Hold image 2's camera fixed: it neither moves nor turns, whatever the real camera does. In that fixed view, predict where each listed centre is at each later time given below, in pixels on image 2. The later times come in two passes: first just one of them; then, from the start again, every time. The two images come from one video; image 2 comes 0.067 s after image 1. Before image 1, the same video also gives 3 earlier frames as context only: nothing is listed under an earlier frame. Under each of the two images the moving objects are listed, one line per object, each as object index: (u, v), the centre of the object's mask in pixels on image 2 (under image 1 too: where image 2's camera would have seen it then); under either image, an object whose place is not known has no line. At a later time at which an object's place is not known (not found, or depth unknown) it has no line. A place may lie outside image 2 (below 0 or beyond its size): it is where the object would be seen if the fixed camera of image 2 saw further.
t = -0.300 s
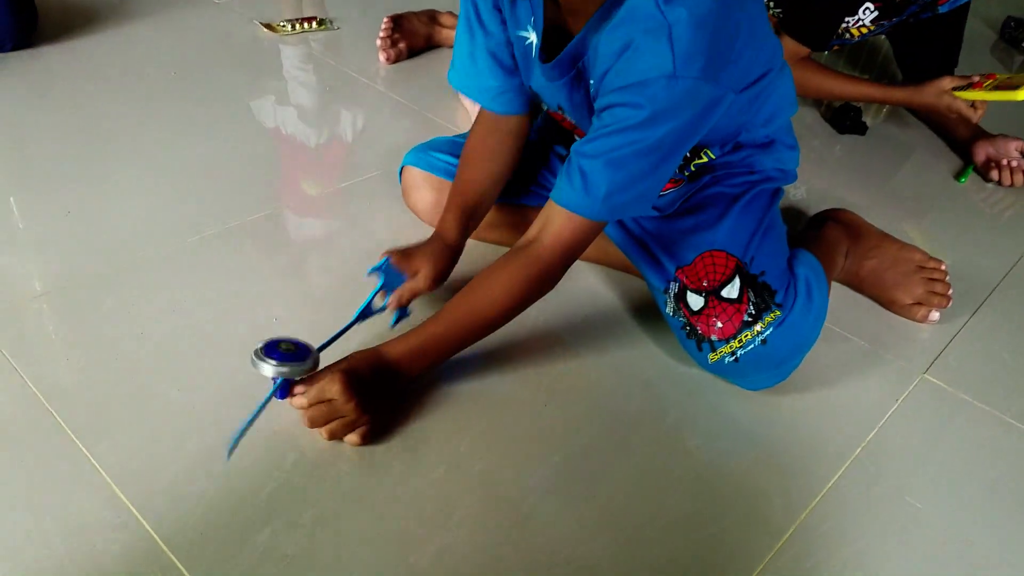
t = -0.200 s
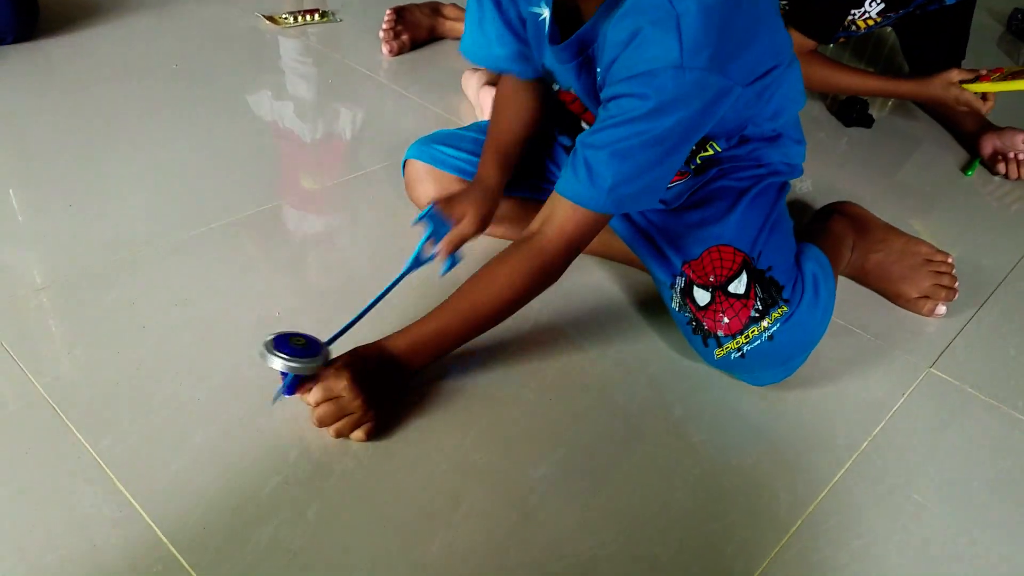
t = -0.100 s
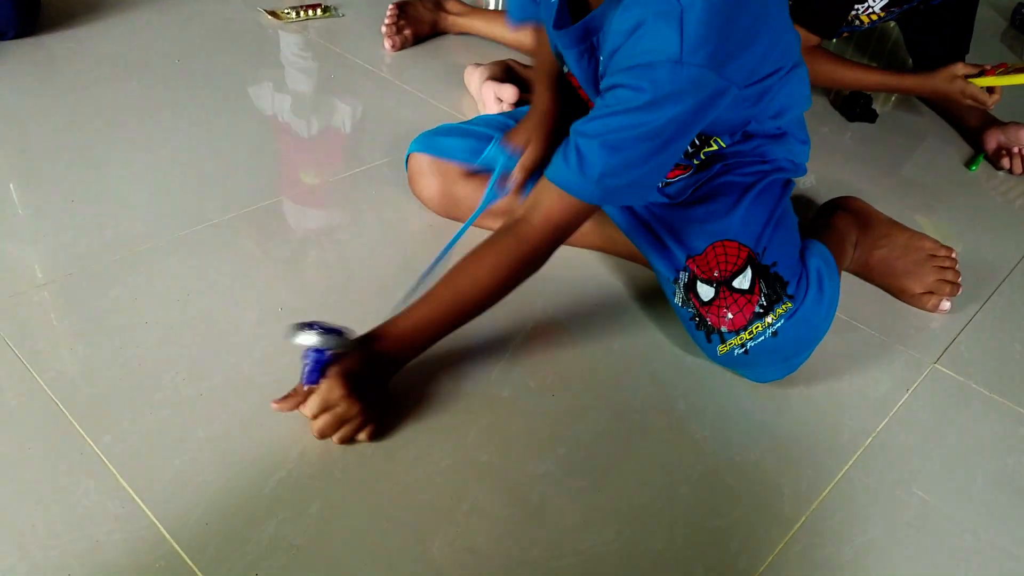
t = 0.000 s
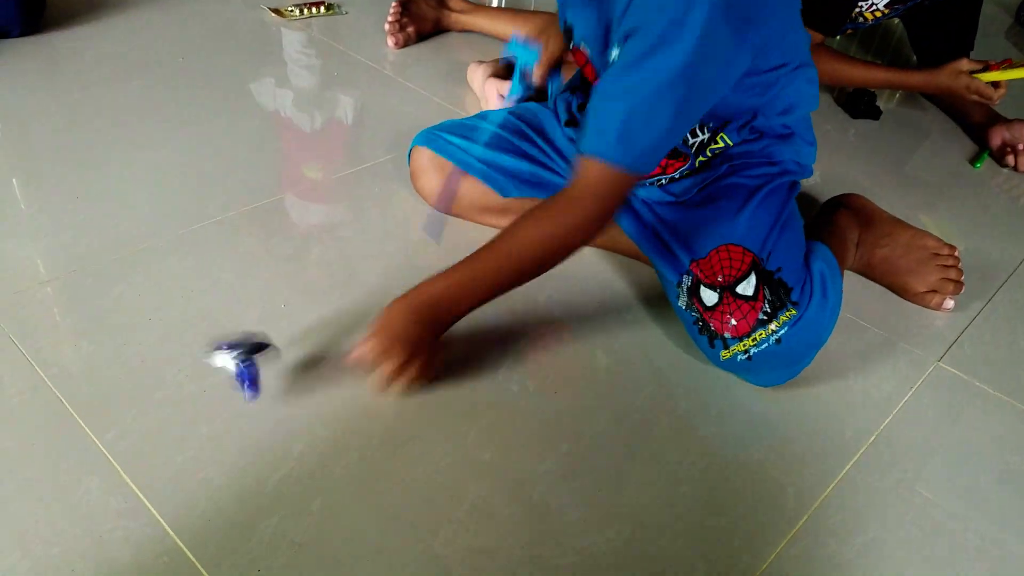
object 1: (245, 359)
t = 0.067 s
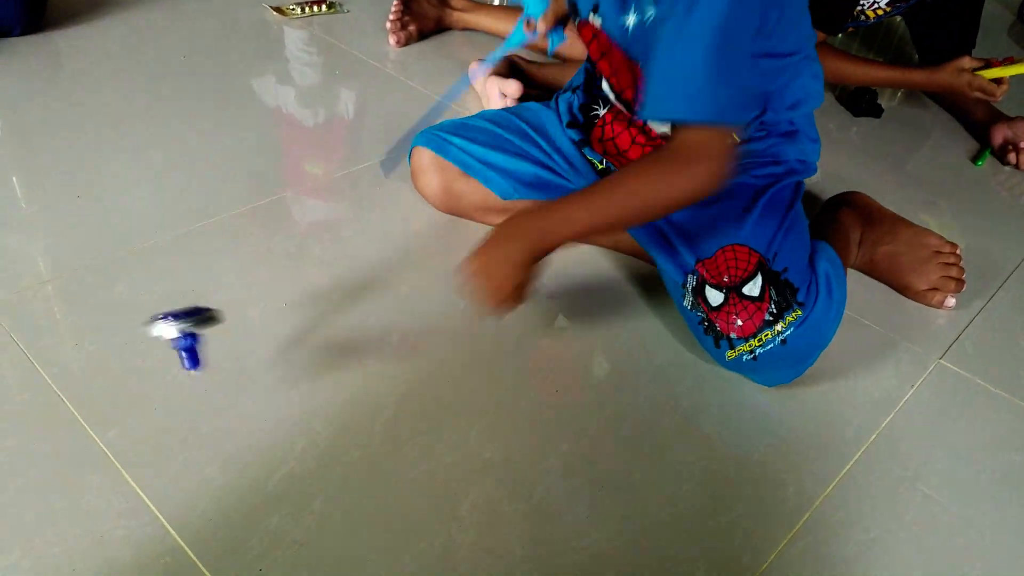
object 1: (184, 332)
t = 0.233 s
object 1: (56, 364)
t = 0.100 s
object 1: (156, 337)
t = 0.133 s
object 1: (129, 347)
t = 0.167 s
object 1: (107, 371)
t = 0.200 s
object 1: (82, 367)
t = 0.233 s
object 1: (56, 364)
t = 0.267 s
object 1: (35, 371)
